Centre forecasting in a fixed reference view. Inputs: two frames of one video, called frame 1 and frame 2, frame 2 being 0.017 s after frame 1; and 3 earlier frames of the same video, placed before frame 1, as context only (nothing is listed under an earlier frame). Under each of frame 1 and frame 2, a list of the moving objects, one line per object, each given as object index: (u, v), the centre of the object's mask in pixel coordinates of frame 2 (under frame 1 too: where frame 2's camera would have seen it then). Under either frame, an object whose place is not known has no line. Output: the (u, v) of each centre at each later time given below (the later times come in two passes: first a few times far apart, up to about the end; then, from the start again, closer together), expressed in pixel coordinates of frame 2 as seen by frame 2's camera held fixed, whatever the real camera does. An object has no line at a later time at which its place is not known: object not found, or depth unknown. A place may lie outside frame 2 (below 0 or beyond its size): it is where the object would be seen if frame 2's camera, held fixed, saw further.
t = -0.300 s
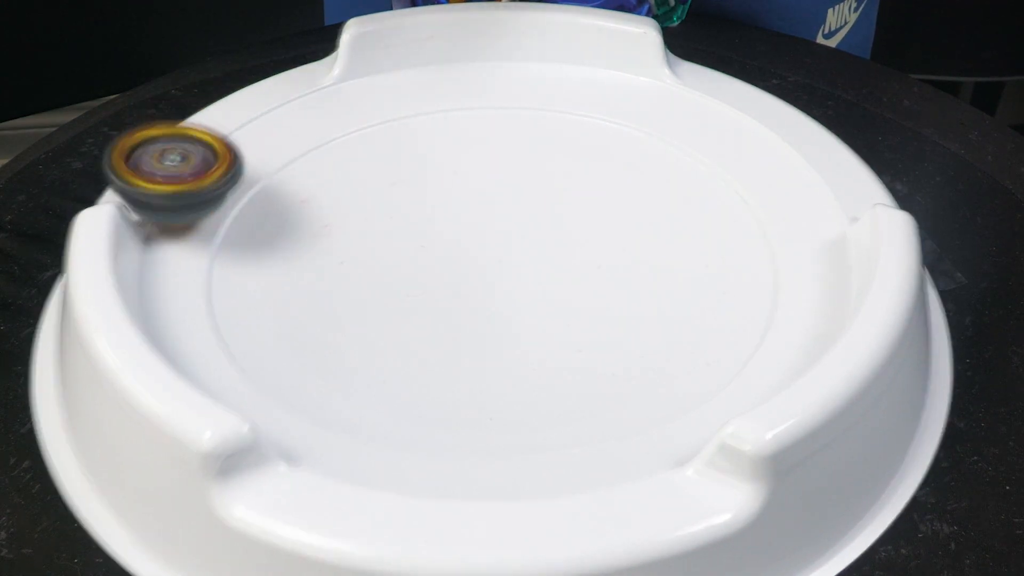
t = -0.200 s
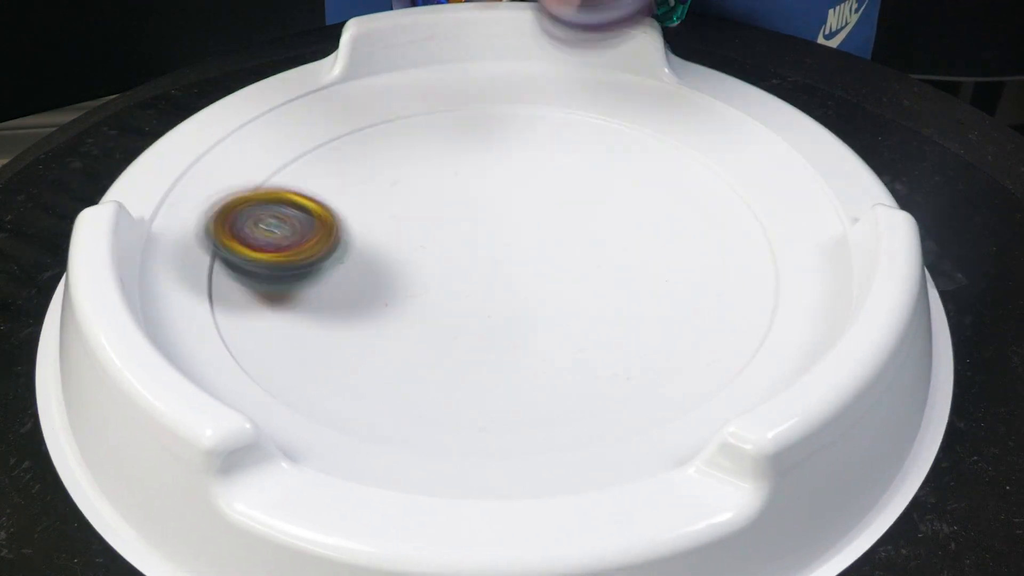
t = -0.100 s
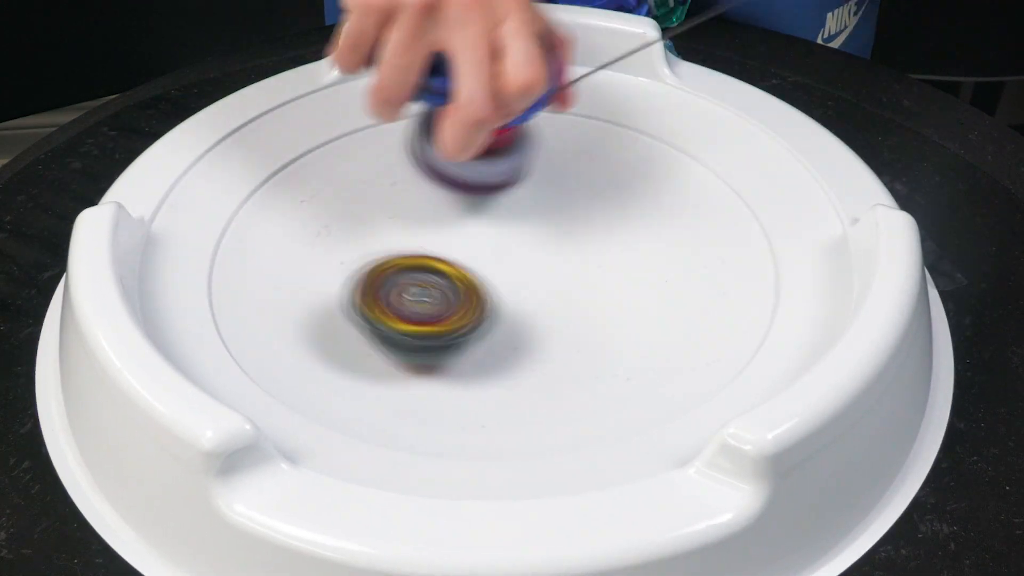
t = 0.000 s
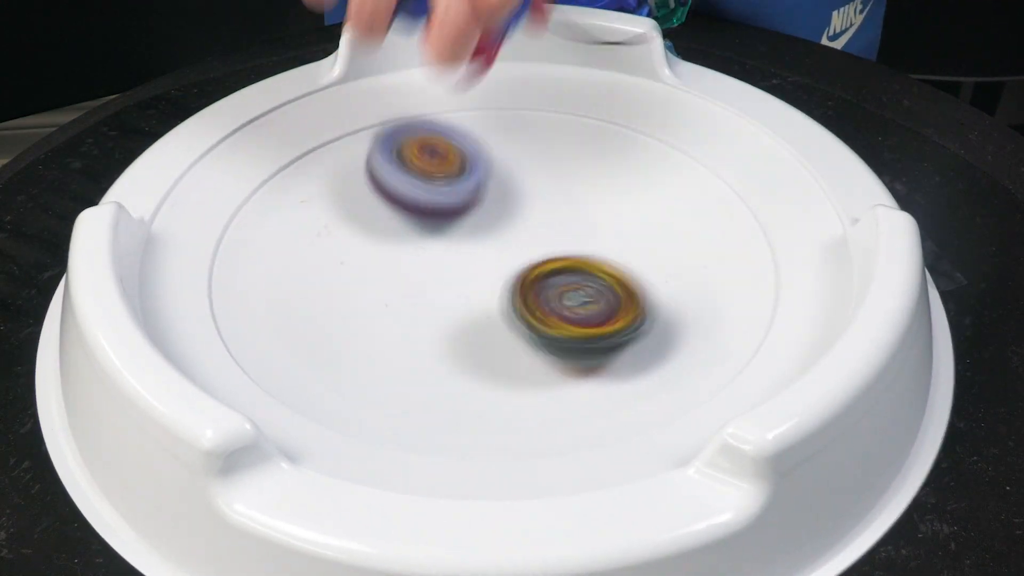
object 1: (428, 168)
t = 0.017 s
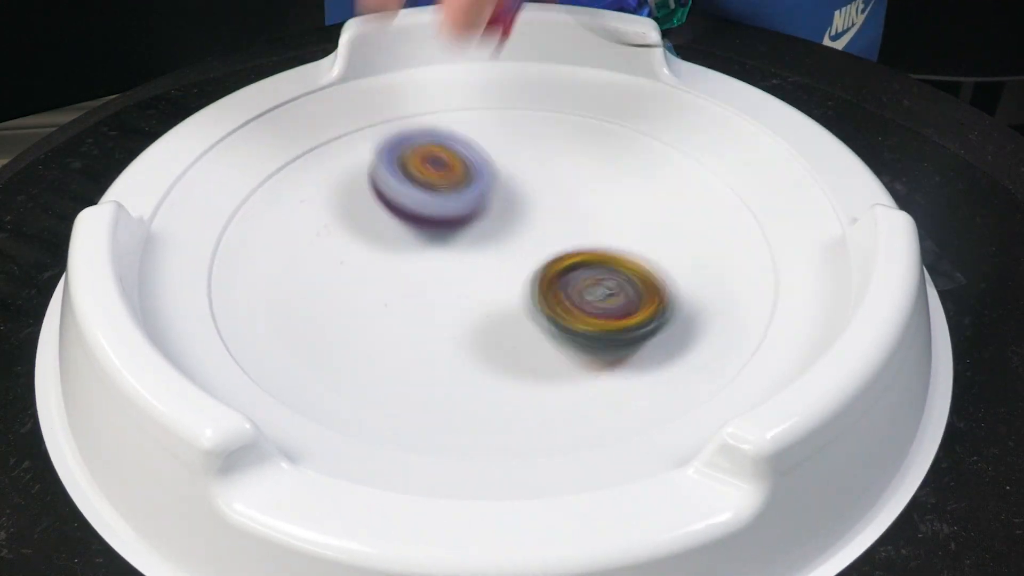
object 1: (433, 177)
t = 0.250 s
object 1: (365, 396)
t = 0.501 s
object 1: (277, 300)
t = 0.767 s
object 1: (741, 333)
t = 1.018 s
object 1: (550, 433)
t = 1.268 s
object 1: (359, 300)
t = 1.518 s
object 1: (743, 140)
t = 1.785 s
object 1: (651, 262)
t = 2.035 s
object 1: (418, 161)
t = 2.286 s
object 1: (607, 70)
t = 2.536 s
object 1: (625, 262)
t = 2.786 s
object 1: (241, 190)
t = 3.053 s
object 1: (451, 105)
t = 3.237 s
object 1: (514, 296)
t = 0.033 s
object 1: (440, 188)
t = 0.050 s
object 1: (448, 203)
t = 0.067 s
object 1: (458, 220)
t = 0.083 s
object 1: (468, 239)
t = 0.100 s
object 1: (477, 260)
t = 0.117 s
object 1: (482, 279)
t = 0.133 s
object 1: (483, 300)
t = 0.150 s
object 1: (481, 320)
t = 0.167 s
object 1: (474, 340)
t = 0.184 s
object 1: (462, 358)
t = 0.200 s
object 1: (444, 375)
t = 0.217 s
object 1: (421, 390)
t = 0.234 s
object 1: (393, 402)
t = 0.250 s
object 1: (365, 396)
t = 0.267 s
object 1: (335, 391)
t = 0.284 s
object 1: (324, 377)
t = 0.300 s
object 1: (319, 358)
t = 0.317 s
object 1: (313, 347)
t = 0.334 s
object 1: (308, 339)
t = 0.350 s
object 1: (305, 337)
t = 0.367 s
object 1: (303, 340)
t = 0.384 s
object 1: (302, 349)
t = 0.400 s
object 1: (301, 364)
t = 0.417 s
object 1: (297, 349)
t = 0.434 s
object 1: (290, 325)
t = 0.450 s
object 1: (285, 311)
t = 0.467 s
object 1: (282, 302)
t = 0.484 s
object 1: (279, 298)
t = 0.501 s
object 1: (277, 300)
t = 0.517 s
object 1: (282, 290)
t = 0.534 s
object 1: (289, 275)
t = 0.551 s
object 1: (298, 266)
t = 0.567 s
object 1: (307, 263)
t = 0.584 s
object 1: (333, 260)
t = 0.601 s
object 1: (381, 267)
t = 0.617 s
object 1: (424, 272)
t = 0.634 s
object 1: (471, 281)
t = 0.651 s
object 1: (512, 284)
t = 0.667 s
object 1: (553, 290)
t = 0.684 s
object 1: (595, 298)
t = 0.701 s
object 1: (631, 304)
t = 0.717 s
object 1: (663, 309)
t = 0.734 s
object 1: (698, 320)
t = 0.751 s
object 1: (723, 328)
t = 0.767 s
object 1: (741, 333)
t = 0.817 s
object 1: (718, 333)
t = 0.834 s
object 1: (702, 341)
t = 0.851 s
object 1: (683, 351)
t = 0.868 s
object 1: (663, 368)
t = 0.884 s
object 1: (645, 384)
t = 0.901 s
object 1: (634, 382)
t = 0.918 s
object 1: (621, 384)
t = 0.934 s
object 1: (610, 391)
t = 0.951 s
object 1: (598, 404)
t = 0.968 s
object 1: (585, 416)
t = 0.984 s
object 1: (575, 418)
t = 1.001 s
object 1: (563, 424)
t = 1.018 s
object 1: (550, 433)
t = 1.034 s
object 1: (532, 437)
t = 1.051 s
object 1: (511, 440)
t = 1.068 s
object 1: (488, 443)
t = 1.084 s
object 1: (460, 440)
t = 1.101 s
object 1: (434, 434)
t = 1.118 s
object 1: (413, 427)
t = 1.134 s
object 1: (395, 417)
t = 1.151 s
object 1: (381, 406)
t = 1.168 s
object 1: (369, 393)
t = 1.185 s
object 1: (361, 380)
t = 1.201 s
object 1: (354, 370)
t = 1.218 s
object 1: (350, 353)
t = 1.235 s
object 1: (348, 335)
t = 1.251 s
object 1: (350, 318)
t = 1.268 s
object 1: (359, 300)
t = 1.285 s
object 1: (369, 277)
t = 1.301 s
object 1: (383, 260)
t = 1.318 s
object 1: (402, 244)
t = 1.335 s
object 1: (424, 224)
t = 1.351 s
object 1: (450, 208)
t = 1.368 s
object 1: (476, 191)
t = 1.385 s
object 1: (506, 178)
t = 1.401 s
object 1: (535, 166)
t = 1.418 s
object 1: (566, 156)
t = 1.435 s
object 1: (599, 145)
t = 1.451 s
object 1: (633, 139)
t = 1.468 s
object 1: (666, 133)
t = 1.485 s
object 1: (700, 131)
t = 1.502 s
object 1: (724, 133)
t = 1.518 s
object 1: (743, 140)
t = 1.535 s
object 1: (765, 152)
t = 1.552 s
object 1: (787, 168)
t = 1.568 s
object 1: (812, 175)
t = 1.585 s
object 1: (816, 164)
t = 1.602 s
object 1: (810, 149)
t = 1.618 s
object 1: (802, 140)
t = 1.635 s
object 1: (794, 136)
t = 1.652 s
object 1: (784, 137)
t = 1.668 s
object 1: (773, 146)
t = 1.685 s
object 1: (757, 161)
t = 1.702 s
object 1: (744, 181)
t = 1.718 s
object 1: (730, 207)
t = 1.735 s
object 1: (715, 236)
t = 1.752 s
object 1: (702, 267)
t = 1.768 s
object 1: (678, 269)
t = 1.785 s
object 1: (651, 262)
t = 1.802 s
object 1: (625, 260)
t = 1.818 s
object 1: (598, 264)
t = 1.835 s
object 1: (571, 273)
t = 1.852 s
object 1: (544, 286)
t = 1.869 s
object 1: (525, 279)
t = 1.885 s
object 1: (507, 264)
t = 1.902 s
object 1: (488, 256)
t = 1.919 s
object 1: (471, 253)
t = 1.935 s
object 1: (455, 249)
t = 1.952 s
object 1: (444, 231)
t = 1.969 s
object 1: (433, 216)
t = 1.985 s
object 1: (424, 206)
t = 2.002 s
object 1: (421, 189)
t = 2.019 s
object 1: (419, 172)
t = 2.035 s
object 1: (418, 161)
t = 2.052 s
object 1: (423, 143)
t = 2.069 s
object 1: (428, 127)
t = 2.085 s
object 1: (436, 110)
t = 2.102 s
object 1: (445, 92)
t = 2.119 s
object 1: (456, 78)
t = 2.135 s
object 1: (473, 68)
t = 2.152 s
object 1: (492, 64)
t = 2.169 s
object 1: (511, 64)
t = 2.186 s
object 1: (530, 65)
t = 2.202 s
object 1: (545, 61)
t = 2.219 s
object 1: (558, 57)
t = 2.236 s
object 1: (571, 60)
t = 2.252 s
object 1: (585, 67)
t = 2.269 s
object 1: (597, 70)
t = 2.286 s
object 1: (607, 70)
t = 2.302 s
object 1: (616, 73)
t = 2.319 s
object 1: (627, 79)
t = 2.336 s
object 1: (637, 81)
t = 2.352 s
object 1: (644, 88)
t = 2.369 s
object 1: (651, 98)
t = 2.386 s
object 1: (658, 106)
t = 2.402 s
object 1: (664, 118)
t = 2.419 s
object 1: (670, 133)
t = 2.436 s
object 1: (672, 149)
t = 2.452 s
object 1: (674, 164)
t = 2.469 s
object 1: (674, 186)
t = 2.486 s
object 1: (668, 204)
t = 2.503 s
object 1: (658, 222)
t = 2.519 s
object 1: (644, 246)
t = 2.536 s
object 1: (625, 262)
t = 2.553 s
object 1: (605, 279)
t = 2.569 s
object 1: (579, 292)
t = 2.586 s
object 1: (551, 303)
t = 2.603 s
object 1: (521, 310)
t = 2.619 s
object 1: (490, 313)
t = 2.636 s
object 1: (457, 314)
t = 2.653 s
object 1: (423, 310)
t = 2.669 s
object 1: (392, 304)
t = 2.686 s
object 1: (361, 294)
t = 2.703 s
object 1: (335, 281)
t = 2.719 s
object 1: (309, 266)
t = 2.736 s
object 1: (287, 249)
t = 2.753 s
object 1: (269, 230)
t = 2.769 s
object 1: (254, 211)
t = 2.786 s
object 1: (241, 190)
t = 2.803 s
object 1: (238, 172)
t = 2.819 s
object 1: (248, 156)
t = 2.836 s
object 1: (257, 142)
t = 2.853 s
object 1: (262, 127)
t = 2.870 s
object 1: (267, 111)
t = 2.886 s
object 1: (272, 100)
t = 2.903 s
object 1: (277, 87)
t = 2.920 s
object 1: (283, 72)
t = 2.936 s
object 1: (291, 59)
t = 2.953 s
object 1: (312, 56)
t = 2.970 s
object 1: (334, 56)
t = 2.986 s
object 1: (355, 58)
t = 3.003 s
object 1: (385, 70)
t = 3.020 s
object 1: (406, 81)
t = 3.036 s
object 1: (429, 92)
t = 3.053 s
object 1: (451, 105)
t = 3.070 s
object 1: (469, 117)
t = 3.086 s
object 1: (488, 132)
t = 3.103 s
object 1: (503, 148)
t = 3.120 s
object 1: (517, 165)
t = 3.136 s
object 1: (527, 183)
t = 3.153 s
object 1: (535, 203)
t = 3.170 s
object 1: (539, 219)
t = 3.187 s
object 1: (539, 240)
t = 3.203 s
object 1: (535, 260)
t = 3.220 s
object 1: (526, 280)
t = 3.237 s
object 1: (514, 296)
